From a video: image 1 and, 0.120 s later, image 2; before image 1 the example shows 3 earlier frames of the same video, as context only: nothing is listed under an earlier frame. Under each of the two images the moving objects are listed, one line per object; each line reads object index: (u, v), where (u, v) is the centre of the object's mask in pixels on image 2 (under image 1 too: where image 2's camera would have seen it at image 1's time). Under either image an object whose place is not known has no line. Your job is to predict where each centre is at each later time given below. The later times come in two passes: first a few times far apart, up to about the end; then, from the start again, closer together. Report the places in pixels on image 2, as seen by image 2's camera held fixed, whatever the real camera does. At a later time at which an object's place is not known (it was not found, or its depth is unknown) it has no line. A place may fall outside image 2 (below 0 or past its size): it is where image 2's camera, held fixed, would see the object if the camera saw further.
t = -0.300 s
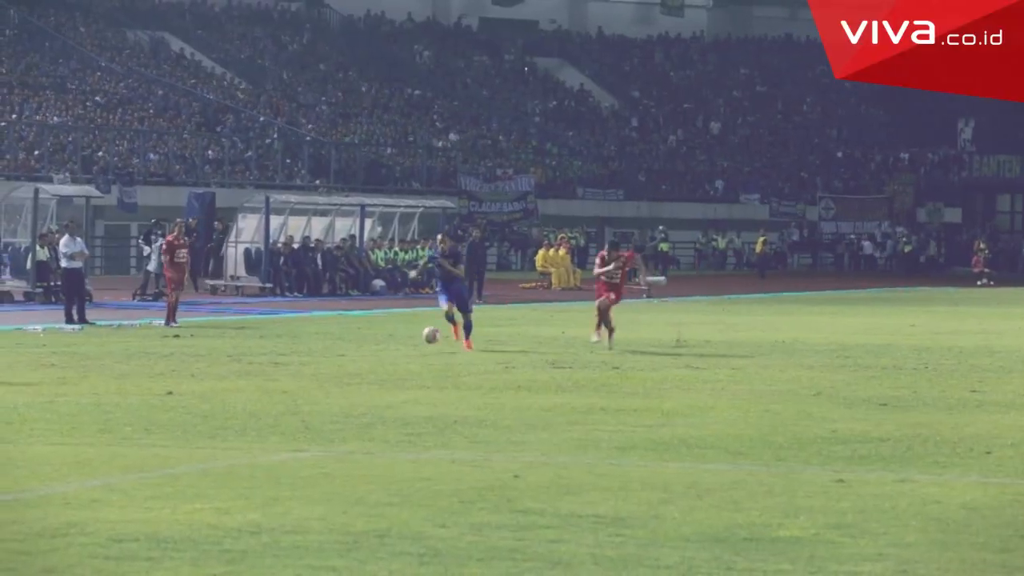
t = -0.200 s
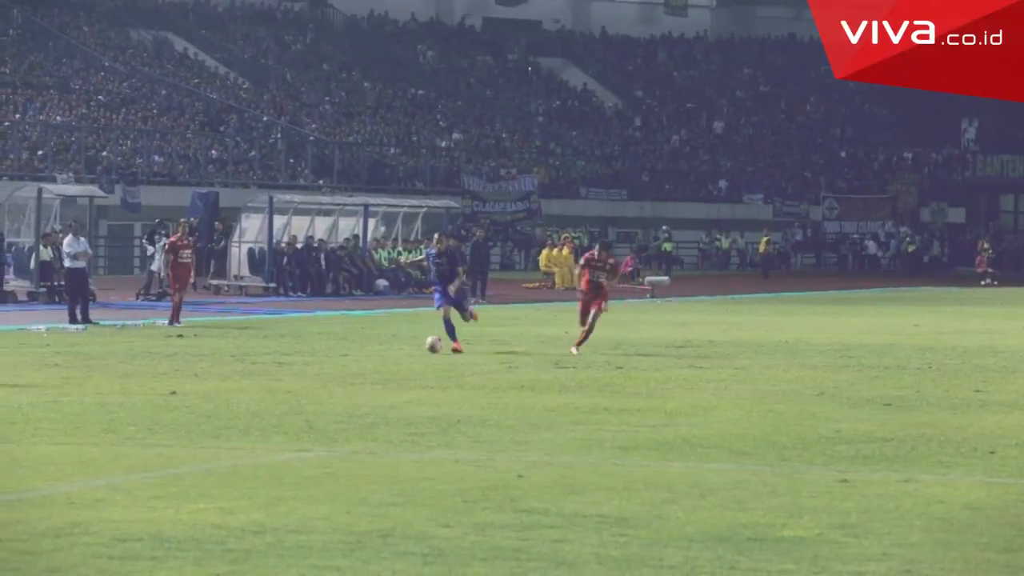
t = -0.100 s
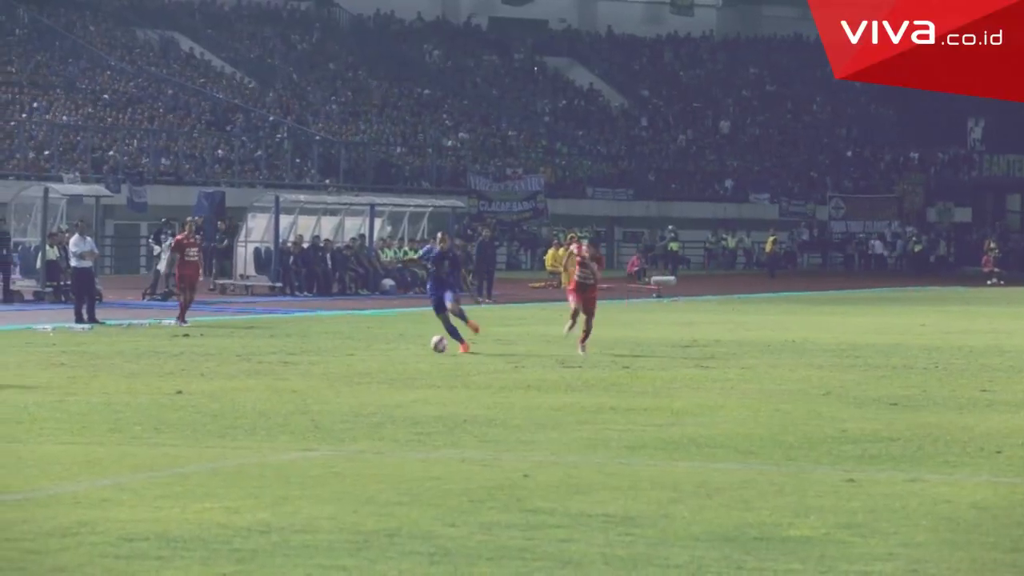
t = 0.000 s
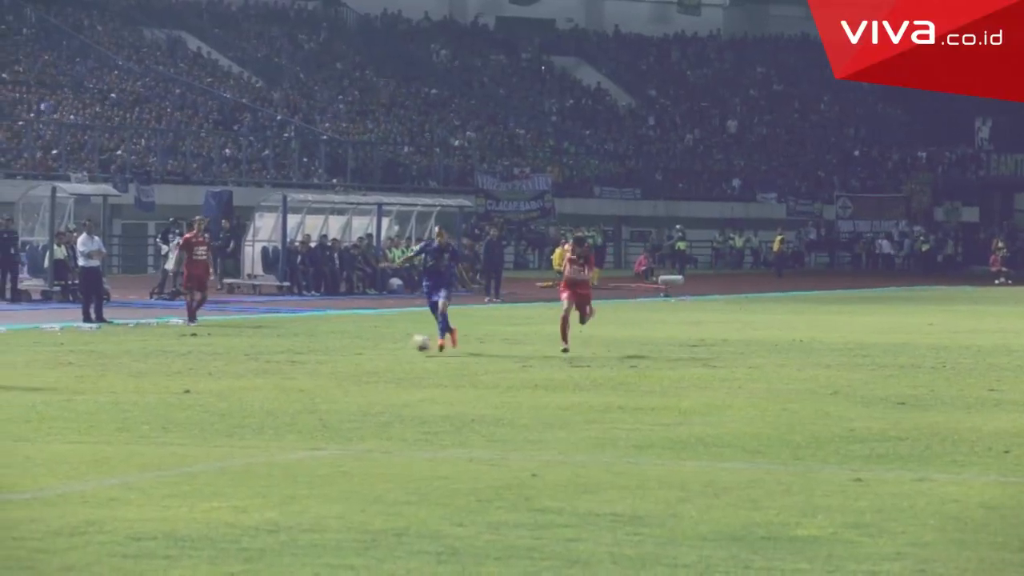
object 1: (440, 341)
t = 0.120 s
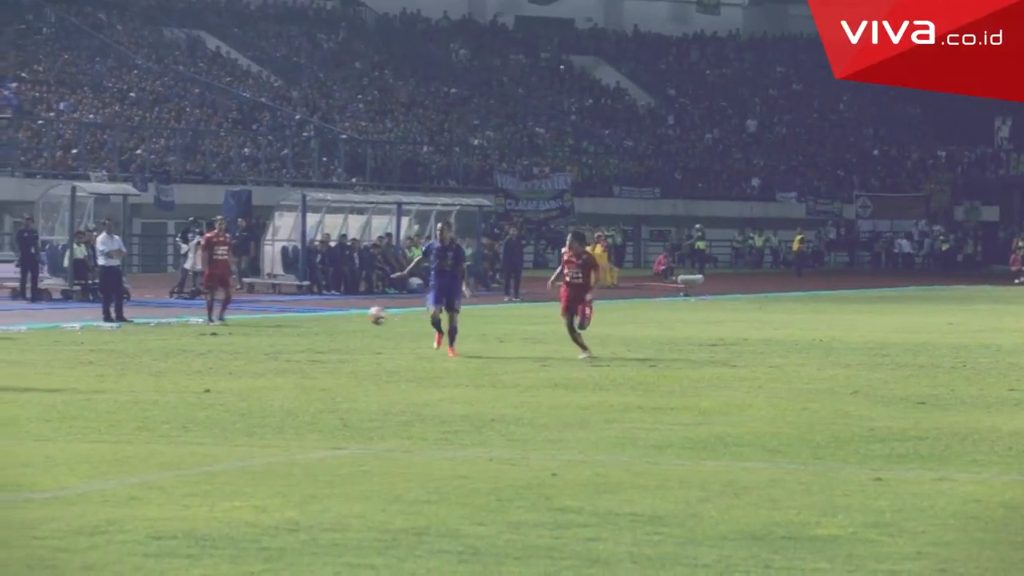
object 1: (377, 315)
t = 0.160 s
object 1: (355, 309)
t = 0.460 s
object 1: (184, 311)
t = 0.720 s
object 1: (29, 343)
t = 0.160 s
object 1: (355, 309)
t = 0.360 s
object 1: (243, 300)
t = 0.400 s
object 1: (220, 304)
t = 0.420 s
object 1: (209, 306)
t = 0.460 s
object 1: (184, 311)
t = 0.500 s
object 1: (159, 319)
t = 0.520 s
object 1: (144, 322)
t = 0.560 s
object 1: (121, 332)
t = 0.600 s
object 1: (96, 344)
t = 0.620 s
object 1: (82, 350)
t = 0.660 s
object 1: (57, 356)
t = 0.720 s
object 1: (29, 343)
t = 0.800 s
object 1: (-14, 332)
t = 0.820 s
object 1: (-25, 329)
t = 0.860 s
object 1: (-46, 327)
